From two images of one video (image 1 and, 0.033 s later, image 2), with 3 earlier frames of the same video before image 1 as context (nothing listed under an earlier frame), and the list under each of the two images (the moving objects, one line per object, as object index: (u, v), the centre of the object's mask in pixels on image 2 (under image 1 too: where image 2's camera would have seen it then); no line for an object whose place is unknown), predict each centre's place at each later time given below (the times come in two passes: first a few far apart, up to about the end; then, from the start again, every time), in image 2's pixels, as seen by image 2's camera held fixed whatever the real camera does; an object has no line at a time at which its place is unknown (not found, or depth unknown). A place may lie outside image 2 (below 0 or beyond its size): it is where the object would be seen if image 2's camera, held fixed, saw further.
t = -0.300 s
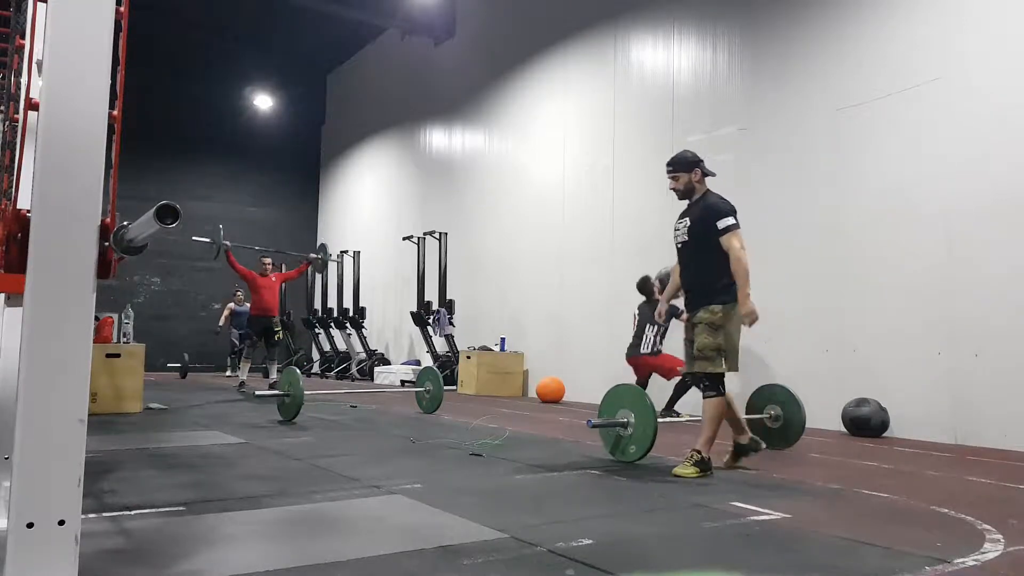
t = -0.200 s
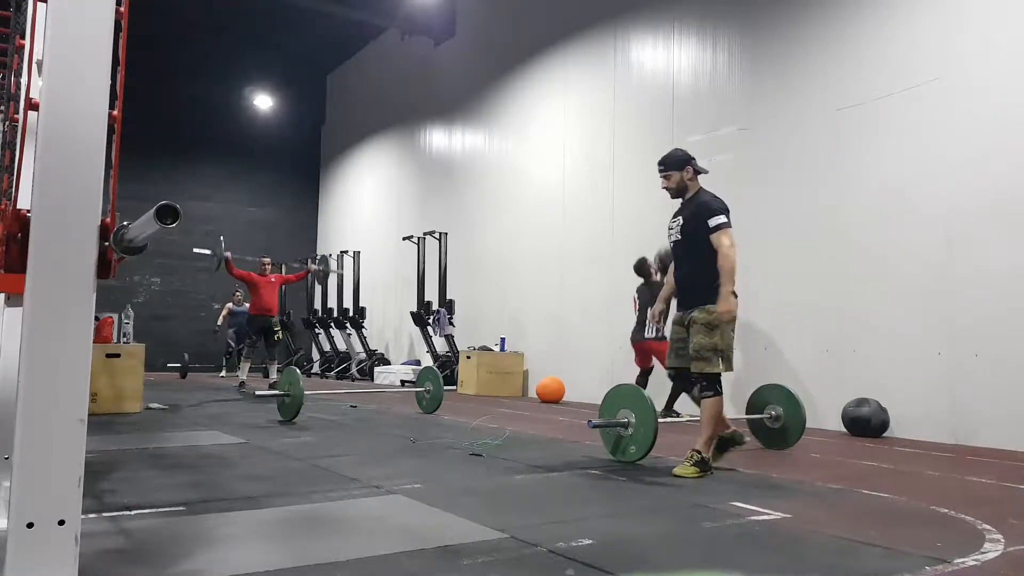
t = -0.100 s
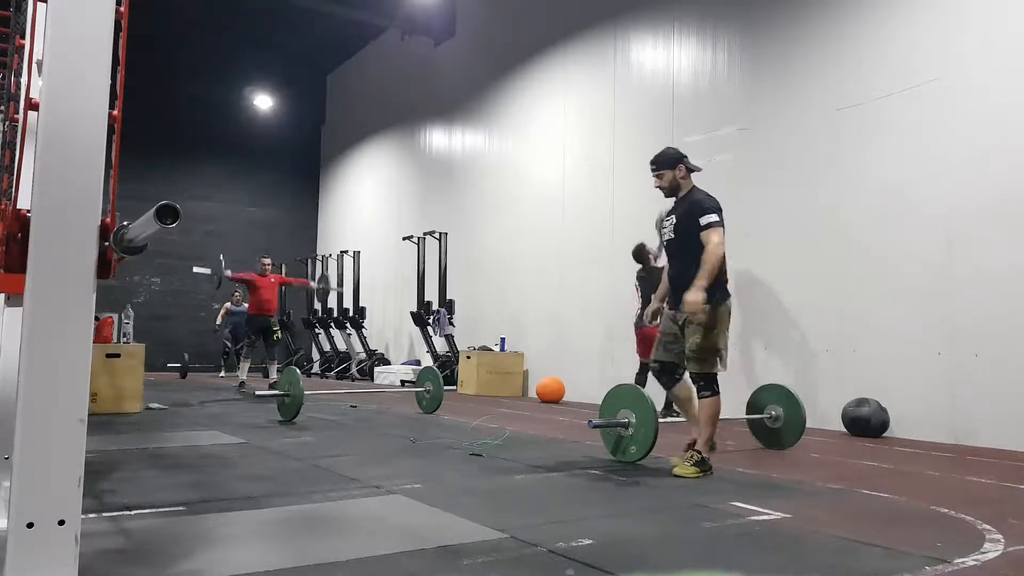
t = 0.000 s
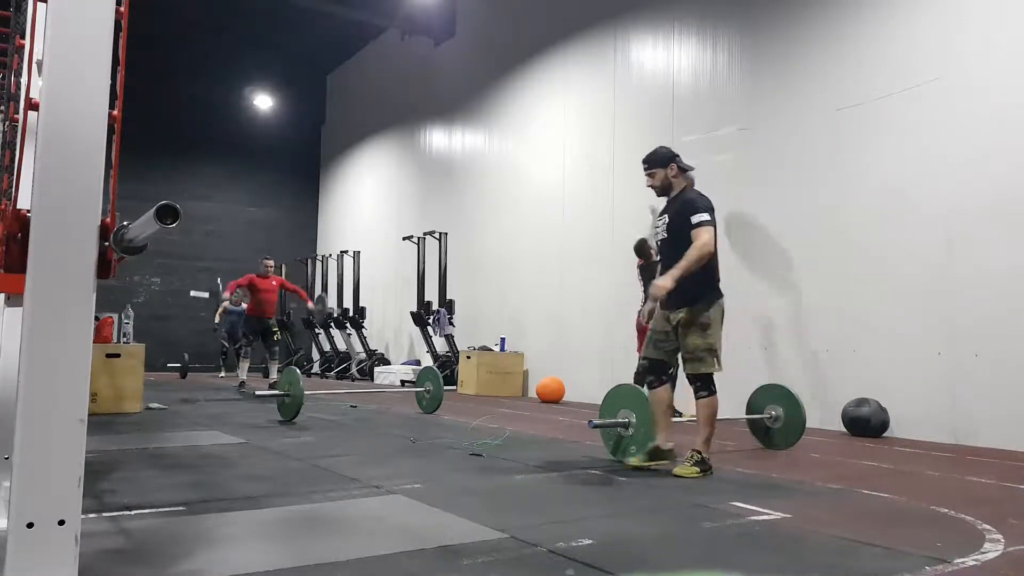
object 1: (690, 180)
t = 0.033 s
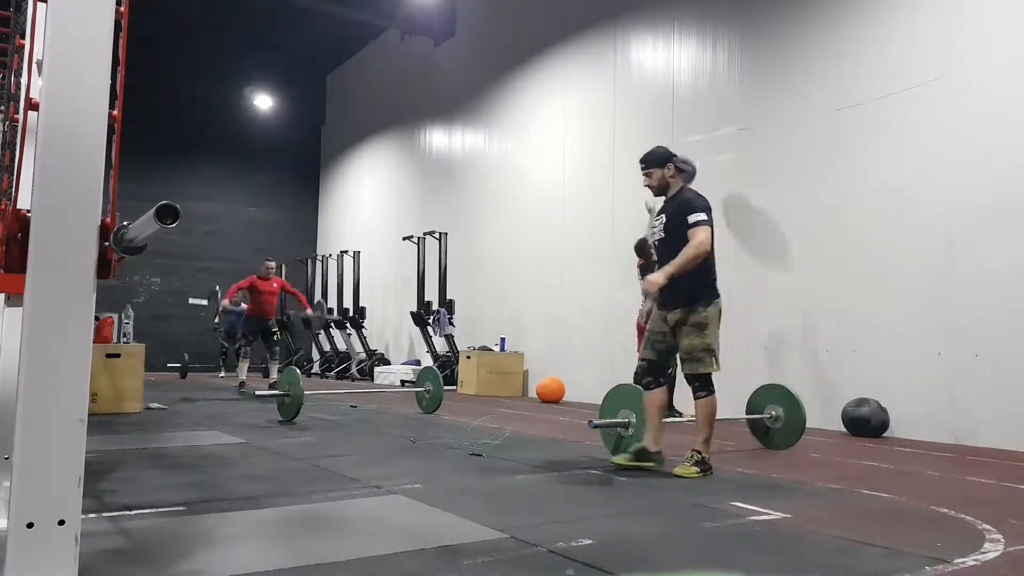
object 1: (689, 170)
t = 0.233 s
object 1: (688, 127)
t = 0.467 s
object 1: (693, 117)
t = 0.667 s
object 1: (688, 142)
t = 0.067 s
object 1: (686, 159)
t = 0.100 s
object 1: (684, 152)
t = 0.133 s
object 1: (684, 145)
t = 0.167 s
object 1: (685, 138)
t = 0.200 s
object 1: (687, 132)
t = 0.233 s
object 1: (688, 127)
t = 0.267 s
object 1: (690, 123)
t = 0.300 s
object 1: (691, 120)
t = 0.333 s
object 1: (693, 118)
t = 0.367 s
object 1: (694, 117)
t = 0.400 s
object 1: (694, 116)
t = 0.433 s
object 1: (693, 116)
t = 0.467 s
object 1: (693, 117)
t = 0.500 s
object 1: (692, 119)
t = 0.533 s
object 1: (691, 121)
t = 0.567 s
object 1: (691, 125)
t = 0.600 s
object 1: (690, 130)
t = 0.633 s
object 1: (689, 136)
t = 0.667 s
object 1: (688, 142)
